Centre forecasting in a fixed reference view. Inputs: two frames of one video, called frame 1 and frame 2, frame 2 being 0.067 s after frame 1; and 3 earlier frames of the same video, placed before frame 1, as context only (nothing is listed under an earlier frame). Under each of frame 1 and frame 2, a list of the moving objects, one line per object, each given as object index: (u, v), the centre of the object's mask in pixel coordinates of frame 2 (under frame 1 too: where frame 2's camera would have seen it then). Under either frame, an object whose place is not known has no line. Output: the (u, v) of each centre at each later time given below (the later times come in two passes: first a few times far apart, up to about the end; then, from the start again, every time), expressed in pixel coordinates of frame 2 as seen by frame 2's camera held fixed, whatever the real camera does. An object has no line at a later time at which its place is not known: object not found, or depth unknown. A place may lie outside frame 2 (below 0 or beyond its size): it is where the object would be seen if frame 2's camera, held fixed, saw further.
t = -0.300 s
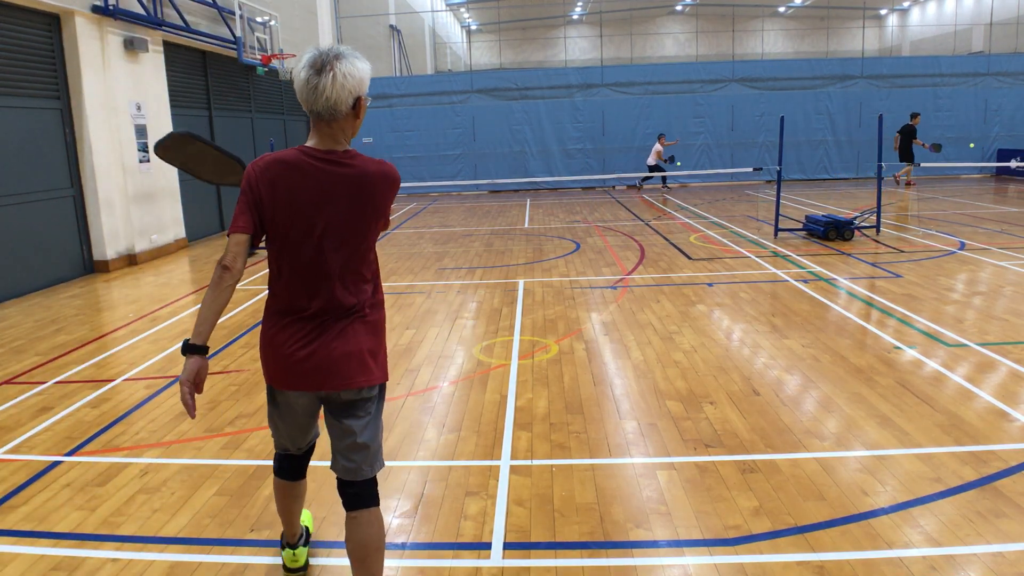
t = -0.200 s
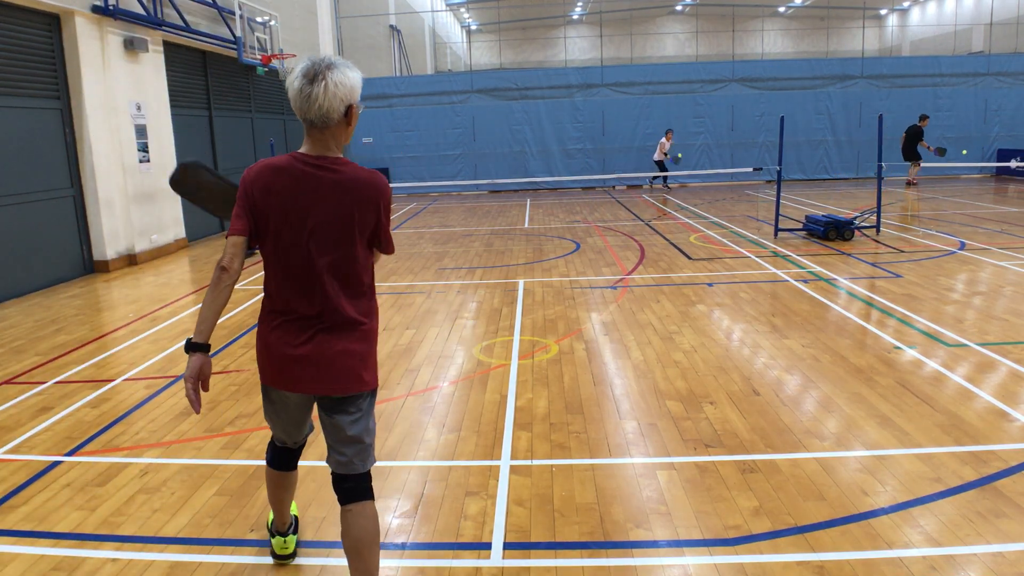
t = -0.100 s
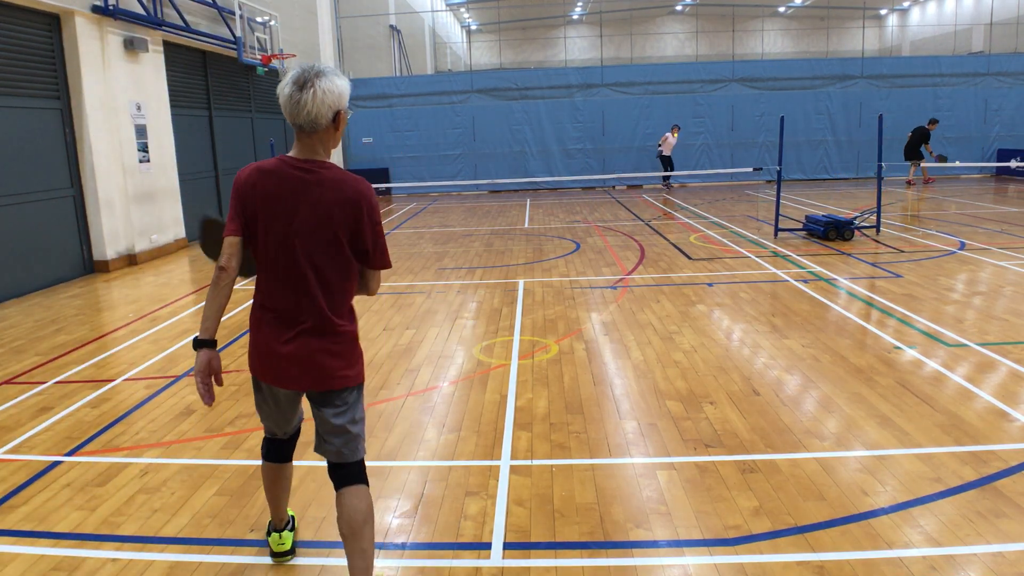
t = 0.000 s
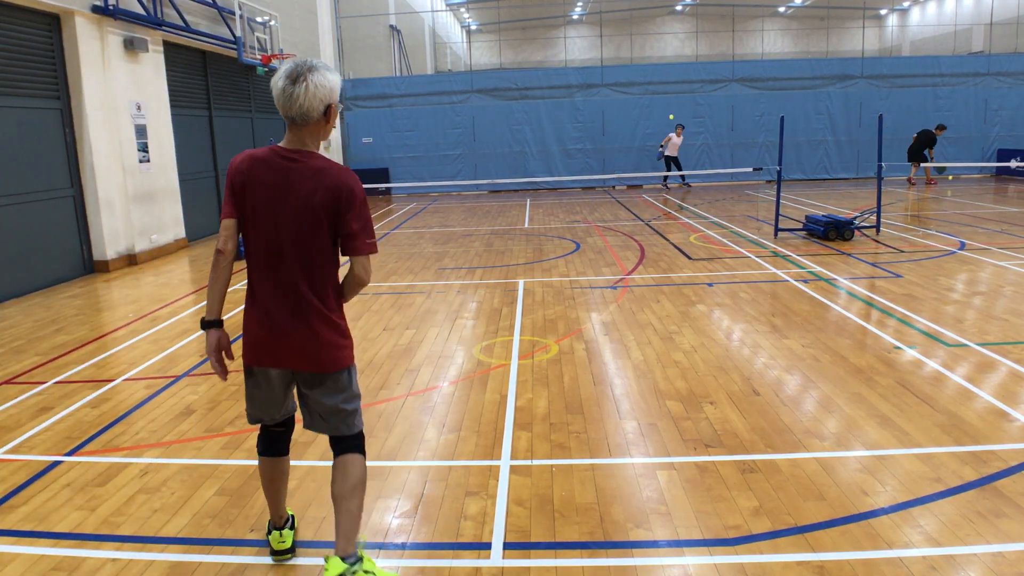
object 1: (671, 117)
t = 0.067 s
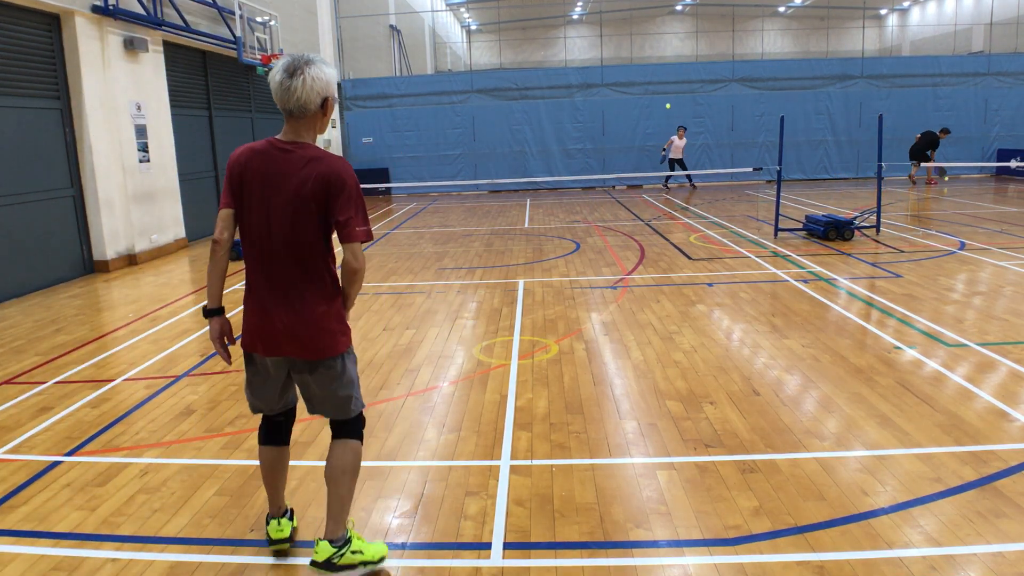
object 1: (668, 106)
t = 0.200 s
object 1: (660, 88)
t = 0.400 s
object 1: (646, 75)
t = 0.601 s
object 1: (626, 89)
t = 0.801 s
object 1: (597, 152)
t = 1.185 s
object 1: (512, 349)
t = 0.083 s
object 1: (667, 103)
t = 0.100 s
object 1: (666, 101)
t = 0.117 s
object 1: (665, 98)
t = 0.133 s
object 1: (664, 96)
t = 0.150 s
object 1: (663, 94)
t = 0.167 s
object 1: (662, 92)
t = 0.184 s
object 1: (661, 90)
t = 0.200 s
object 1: (660, 88)
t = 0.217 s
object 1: (659, 86)
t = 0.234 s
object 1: (658, 84)
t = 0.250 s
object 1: (657, 83)
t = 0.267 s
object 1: (656, 81)
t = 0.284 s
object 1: (655, 80)
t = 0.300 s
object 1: (654, 79)
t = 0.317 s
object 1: (653, 78)
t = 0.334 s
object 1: (651, 77)
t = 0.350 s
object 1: (650, 76)
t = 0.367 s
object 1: (649, 75)
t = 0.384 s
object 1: (647, 75)
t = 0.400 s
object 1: (646, 75)
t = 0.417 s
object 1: (645, 75)
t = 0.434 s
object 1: (643, 75)
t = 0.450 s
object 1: (642, 75)
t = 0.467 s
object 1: (640, 76)
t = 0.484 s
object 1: (639, 76)
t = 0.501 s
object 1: (637, 78)
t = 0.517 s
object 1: (635, 79)
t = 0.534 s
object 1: (634, 80)
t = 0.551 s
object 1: (632, 82)
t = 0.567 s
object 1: (630, 84)
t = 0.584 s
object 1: (628, 87)
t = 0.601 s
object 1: (626, 89)
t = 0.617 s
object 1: (624, 93)
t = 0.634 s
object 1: (622, 96)
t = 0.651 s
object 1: (620, 99)
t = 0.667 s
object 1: (618, 104)
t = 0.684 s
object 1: (616, 108)
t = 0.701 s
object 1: (613, 113)
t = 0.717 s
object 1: (611, 118)
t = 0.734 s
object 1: (608, 124)
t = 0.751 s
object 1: (606, 130)
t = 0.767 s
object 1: (603, 137)
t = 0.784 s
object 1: (600, 144)
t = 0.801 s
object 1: (597, 152)
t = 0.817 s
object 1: (594, 160)
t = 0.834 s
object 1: (591, 169)
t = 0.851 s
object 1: (588, 179)
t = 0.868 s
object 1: (585, 189)
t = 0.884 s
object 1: (581, 201)
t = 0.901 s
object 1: (577, 213)
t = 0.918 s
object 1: (574, 225)
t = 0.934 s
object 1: (570, 238)
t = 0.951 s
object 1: (566, 252)
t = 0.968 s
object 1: (561, 268)
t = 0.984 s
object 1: (557, 284)
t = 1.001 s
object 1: (552, 300)
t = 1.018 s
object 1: (547, 319)
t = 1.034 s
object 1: (542, 339)
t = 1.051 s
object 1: (536, 358)
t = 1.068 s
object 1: (531, 381)
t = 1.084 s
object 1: (527, 384)
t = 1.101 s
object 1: (525, 378)
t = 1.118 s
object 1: (523, 371)
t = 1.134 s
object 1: (520, 365)
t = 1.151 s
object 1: (518, 360)
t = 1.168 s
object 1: (515, 354)
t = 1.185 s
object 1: (512, 349)
